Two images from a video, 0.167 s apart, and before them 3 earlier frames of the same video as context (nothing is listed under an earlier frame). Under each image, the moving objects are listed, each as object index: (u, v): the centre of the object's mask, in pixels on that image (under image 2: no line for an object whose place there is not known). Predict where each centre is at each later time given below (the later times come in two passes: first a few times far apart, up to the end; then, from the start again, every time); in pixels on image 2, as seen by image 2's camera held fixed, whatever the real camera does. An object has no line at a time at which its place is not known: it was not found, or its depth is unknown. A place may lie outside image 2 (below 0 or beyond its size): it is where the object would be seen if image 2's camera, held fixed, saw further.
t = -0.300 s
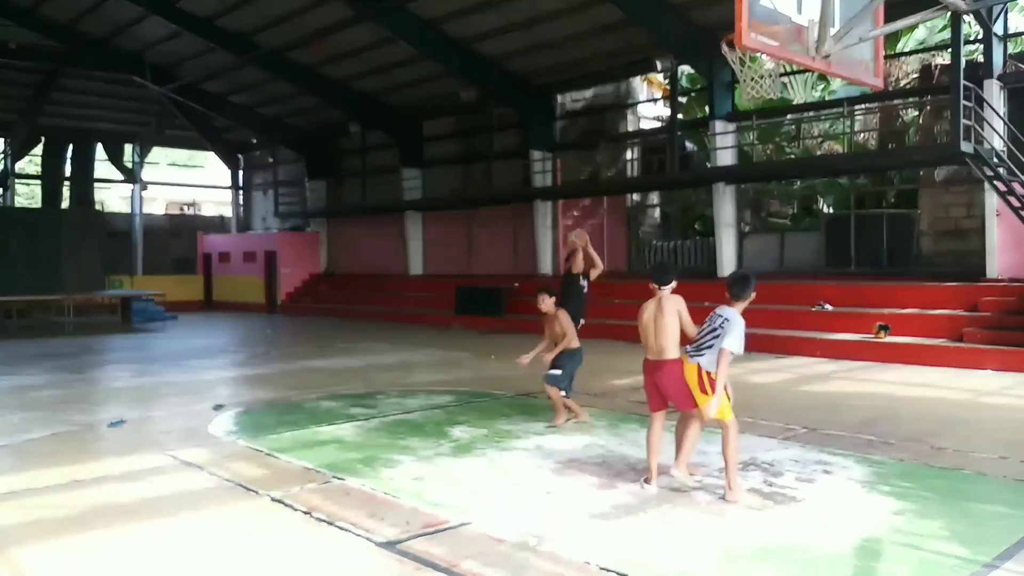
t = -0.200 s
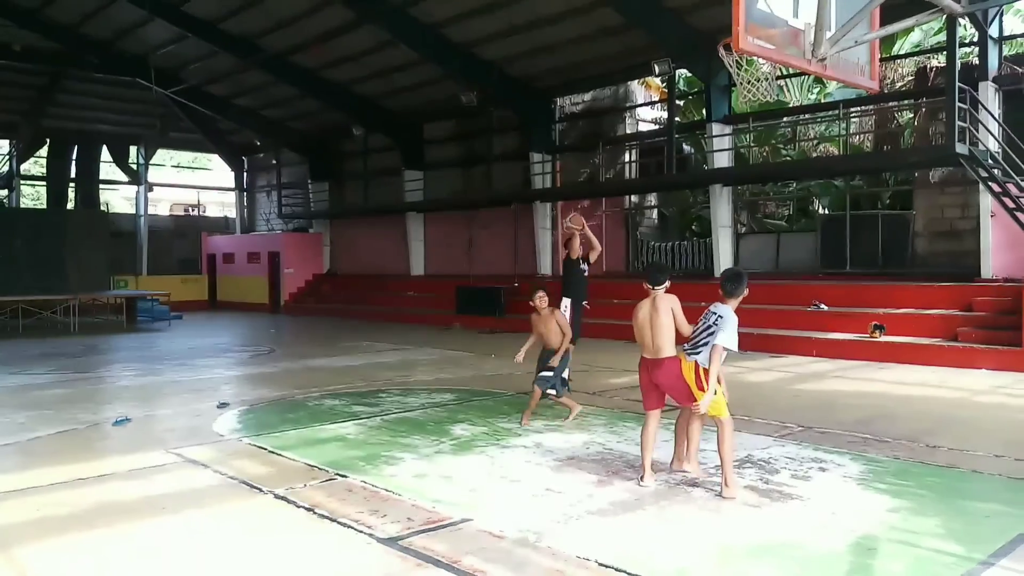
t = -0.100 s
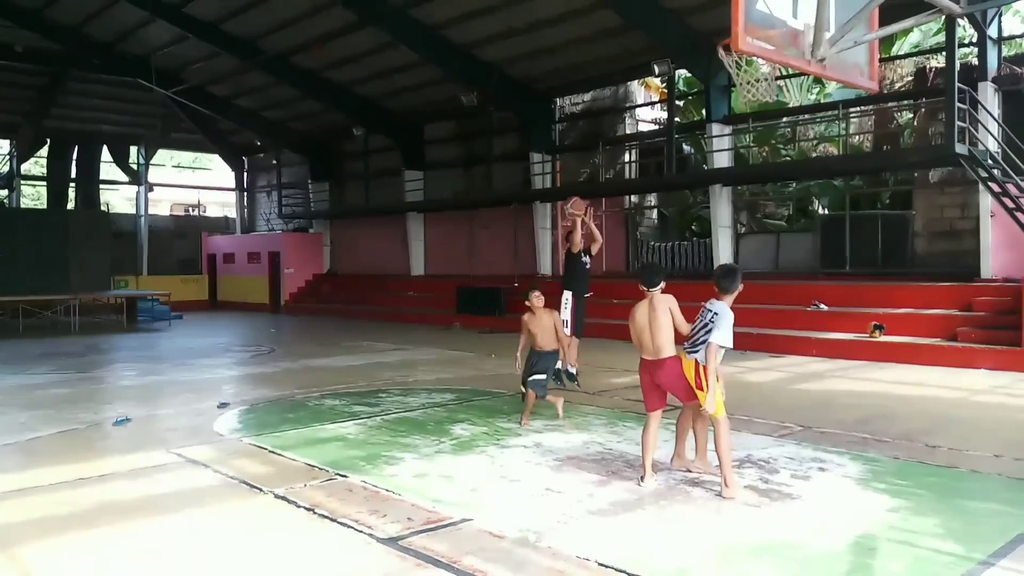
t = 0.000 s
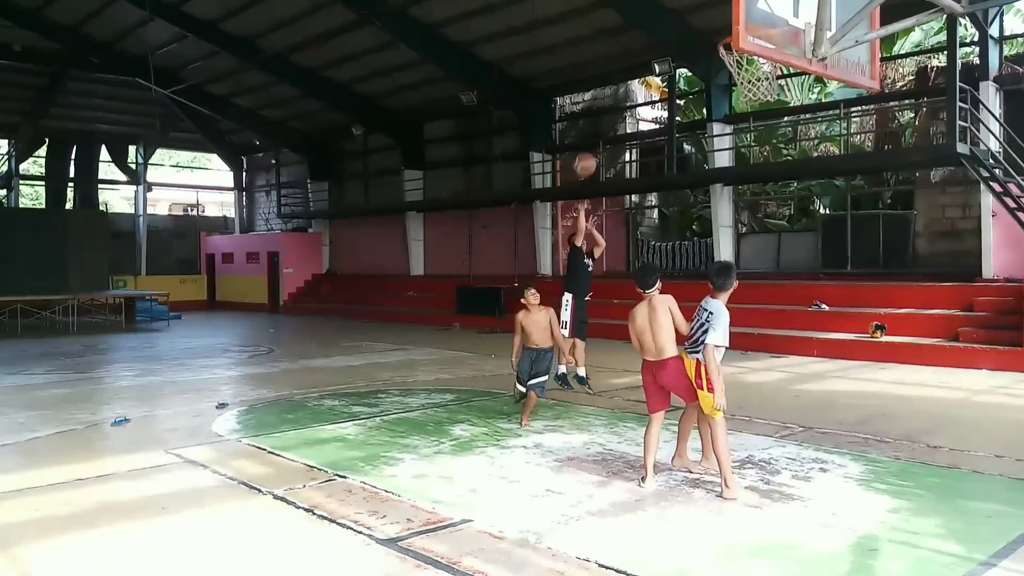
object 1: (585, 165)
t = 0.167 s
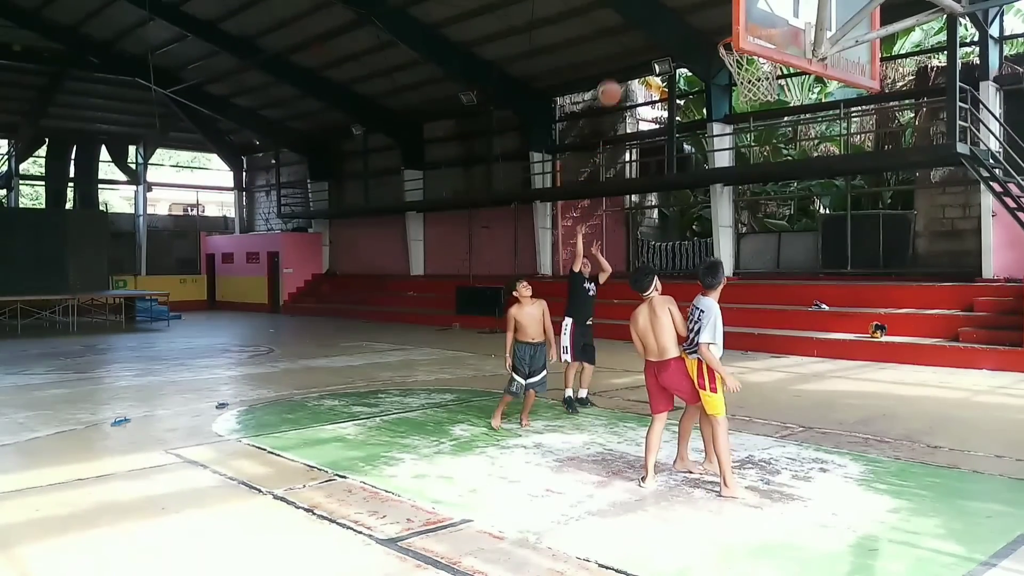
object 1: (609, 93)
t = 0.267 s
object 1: (625, 58)
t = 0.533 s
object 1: (675, 9)
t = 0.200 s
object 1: (614, 80)
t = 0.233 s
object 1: (619, 69)
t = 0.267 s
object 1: (625, 58)
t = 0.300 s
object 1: (630, 48)
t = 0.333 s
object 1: (636, 39)
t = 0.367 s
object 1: (642, 31)
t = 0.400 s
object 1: (648, 23)
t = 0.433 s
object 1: (655, 17)
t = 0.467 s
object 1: (661, 13)
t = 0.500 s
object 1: (668, 11)
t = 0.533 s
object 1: (675, 9)
